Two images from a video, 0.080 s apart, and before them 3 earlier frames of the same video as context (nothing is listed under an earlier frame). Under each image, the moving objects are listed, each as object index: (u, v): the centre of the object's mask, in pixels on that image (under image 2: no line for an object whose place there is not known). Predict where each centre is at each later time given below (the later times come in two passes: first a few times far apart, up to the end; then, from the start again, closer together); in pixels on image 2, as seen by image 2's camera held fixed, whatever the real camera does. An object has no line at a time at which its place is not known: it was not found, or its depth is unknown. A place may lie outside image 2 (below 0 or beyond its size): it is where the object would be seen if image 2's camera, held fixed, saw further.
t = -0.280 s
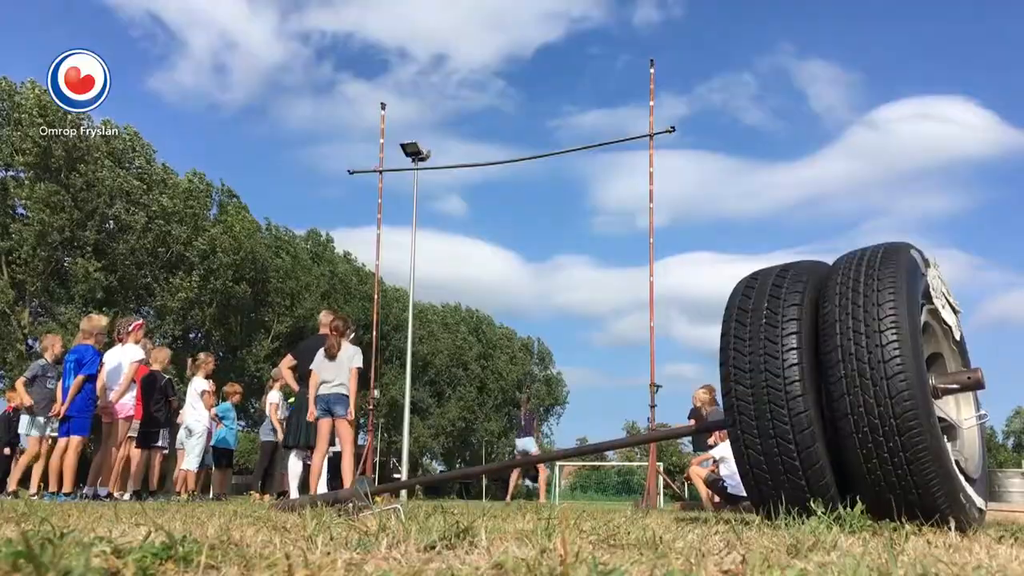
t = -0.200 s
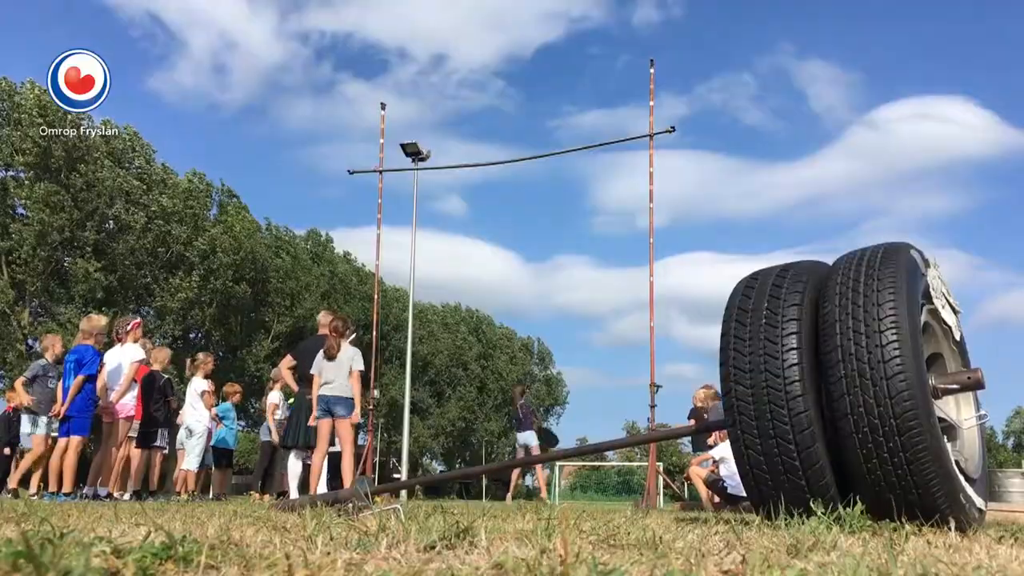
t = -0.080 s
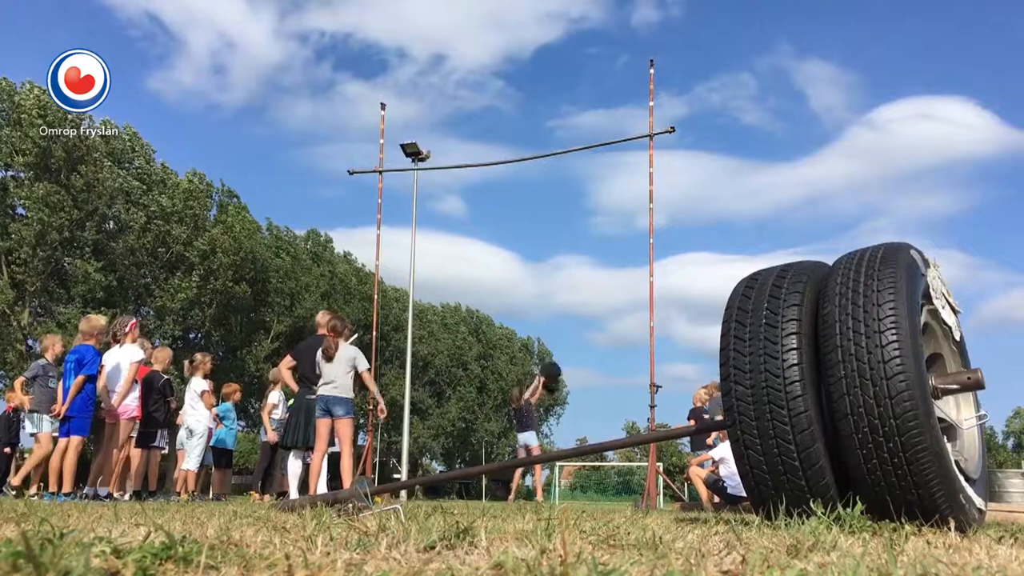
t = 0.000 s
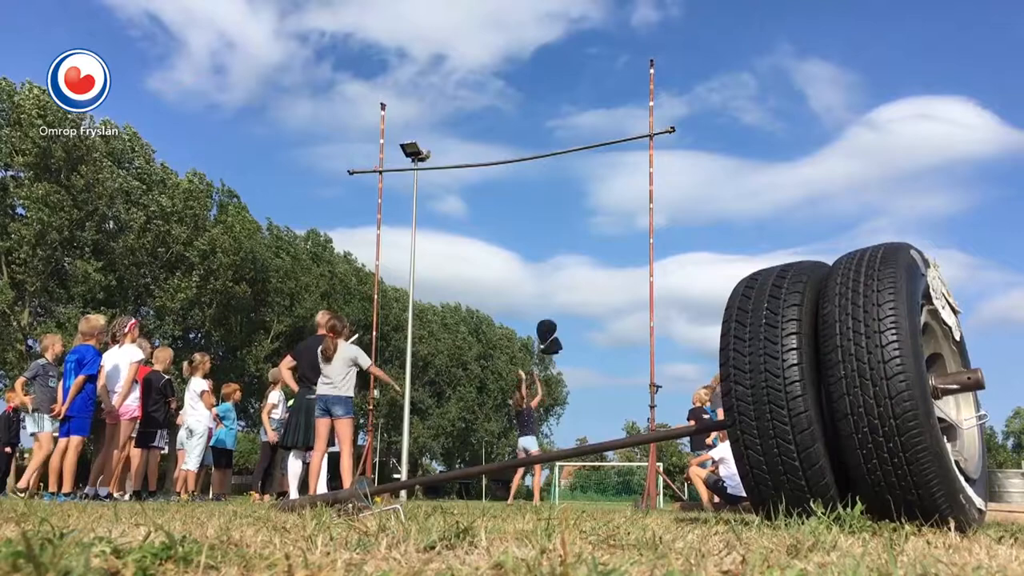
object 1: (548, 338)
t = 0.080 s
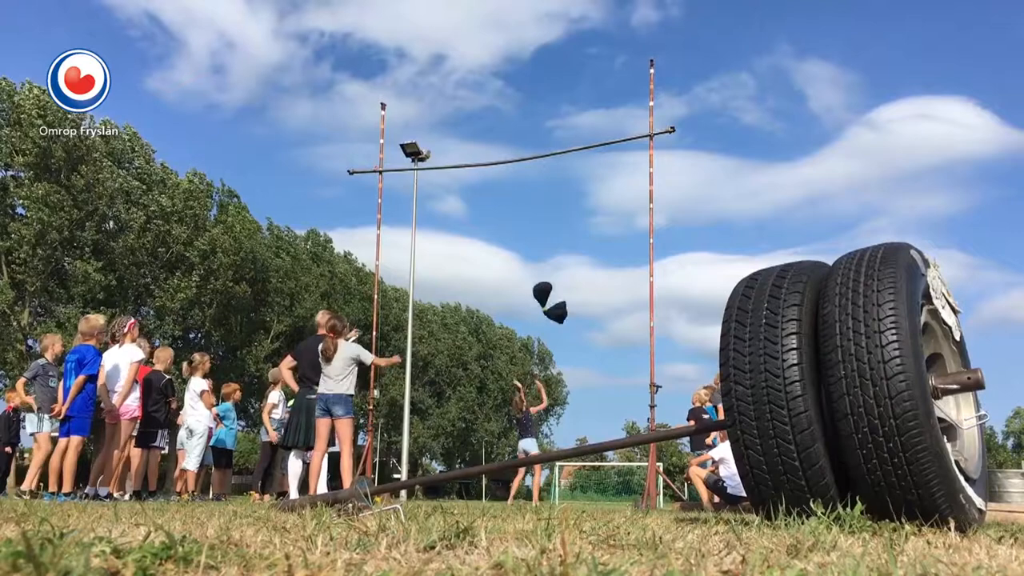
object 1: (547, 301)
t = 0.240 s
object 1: (544, 234)
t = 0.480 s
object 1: (530, 156)
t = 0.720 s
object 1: (518, 113)
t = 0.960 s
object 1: (500, 115)
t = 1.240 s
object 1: (478, 164)
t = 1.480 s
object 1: (456, 250)
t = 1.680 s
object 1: (442, 371)
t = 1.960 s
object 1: (432, 496)
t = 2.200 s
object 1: (433, 496)
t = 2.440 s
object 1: (433, 496)
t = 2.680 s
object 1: (433, 496)
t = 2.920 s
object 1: (433, 497)
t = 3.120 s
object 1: (433, 497)
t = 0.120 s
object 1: (550, 287)
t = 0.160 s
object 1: (548, 269)
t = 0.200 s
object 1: (546, 251)
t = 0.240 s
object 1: (544, 234)
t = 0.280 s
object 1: (541, 219)
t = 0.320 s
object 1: (539, 204)
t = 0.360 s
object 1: (537, 190)
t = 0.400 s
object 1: (534, 177)
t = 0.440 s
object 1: (532, 167)
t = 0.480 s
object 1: (530, 156)
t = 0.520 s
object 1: (529, 147)
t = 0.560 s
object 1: (527, 139)
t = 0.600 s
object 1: (525, 131)
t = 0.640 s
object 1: (522, 125)
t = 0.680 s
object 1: (520, 118)
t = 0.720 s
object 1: (518, 113)
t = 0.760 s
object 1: (516, 111)
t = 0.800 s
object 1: (513, 109)
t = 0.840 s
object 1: (510, 109)
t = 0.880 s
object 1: (507, 109)
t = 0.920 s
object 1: (503, 112)
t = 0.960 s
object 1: (500, 115)
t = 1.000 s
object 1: (496, 120)
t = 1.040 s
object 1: (493, 125)
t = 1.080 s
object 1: (490, 131)
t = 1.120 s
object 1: (487, 138)
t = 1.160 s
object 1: (484, 146)
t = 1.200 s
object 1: (481, 155)
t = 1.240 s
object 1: (478, 164)
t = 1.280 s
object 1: (474, 175)
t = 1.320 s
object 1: (471, 187)
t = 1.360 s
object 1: (467, 200)
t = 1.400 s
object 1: (463, 215)
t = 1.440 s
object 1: (460, 232)
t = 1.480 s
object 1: (456, 250)
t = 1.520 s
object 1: (452, 271)
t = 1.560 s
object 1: (449, 293)
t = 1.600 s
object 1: (447, 316)
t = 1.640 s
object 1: (445, 342)
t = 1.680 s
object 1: (442, 371)
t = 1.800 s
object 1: (432, 463)
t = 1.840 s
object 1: (432, 496)
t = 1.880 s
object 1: (432, 495)
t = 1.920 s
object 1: (432, 496)
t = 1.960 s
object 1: (432, 496)
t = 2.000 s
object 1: (432, 495)
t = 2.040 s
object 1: (432, 496)
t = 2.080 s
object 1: (433, 496)
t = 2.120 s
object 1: (433, 496)
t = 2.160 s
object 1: (433, 496)
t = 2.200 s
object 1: (433, 496)
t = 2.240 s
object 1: (433, 496)
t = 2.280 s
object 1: (433, 496)
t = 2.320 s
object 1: (433, 496)
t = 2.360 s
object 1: (433, 496)
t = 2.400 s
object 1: (433, 496)
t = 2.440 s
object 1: (433, 496)
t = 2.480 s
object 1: (433, 496)
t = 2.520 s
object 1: (433, 496)
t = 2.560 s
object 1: (433, 496)
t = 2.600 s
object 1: (433, 496)
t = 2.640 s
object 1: (433, 496)
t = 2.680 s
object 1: (433, 496)
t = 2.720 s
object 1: (433, 496)
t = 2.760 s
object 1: (433, 496)
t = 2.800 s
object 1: (433, 497)
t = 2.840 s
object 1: (433, 497)
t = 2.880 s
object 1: (433, 497)
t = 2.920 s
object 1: (433, 497)
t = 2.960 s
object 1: (433, 497)
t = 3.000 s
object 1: (433, 497)
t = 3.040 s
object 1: (433, 497)
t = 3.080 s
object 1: (433, 497)
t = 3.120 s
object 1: (433, 497)
